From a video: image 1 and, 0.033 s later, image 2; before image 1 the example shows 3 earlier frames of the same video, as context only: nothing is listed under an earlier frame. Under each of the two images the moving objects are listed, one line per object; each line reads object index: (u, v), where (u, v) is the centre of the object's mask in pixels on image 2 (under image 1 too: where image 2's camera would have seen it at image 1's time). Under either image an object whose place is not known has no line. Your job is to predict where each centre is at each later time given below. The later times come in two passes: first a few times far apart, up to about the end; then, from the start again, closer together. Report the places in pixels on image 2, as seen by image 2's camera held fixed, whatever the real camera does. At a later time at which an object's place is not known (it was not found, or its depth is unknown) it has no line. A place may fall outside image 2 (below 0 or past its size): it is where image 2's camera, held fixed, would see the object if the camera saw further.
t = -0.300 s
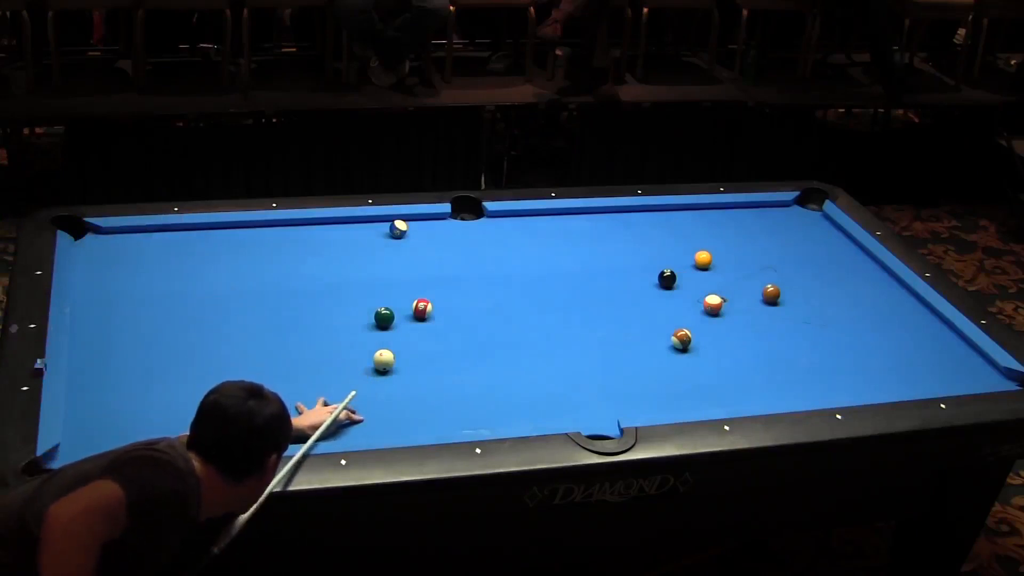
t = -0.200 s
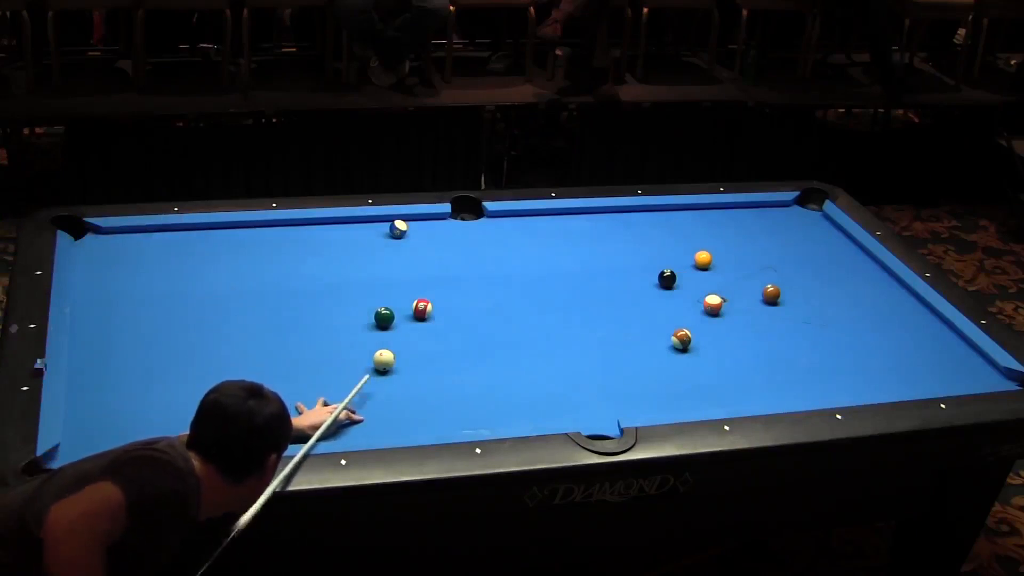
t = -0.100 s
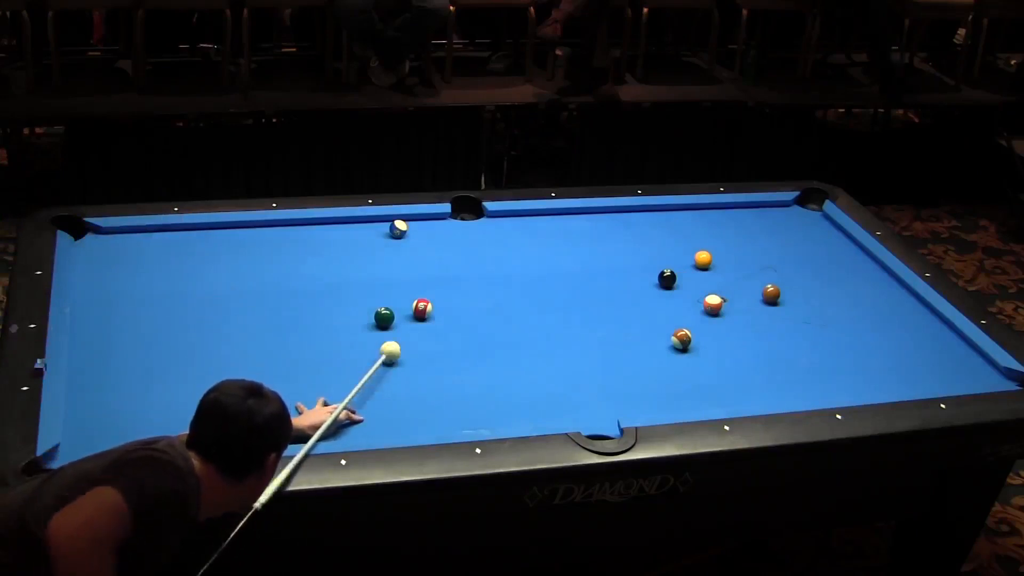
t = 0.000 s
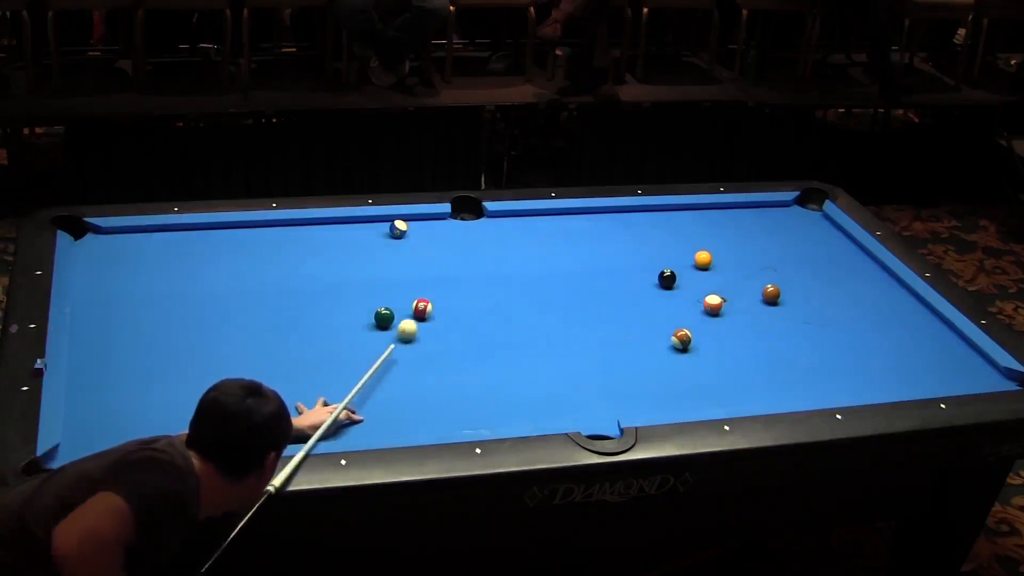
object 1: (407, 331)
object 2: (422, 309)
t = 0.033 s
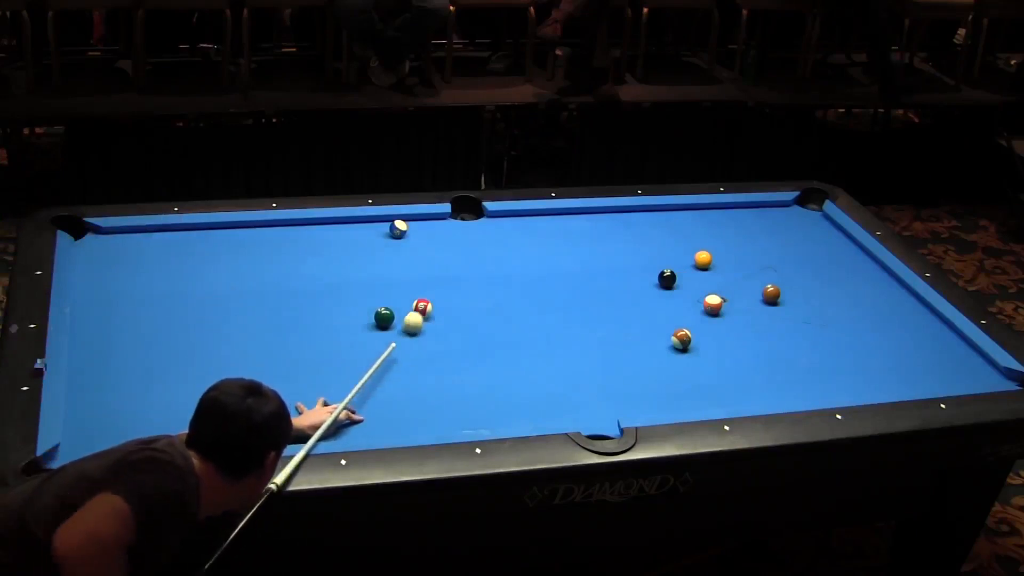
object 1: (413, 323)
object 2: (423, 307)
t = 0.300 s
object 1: (432, 313)
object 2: (441, 273)
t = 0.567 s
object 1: (448, 306)
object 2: (455, 247)
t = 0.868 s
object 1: (464, 299)
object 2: (469, 221)
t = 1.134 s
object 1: (477, 293)
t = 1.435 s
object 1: (489, 288)
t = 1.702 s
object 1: (498, 284)
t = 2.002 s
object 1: (506, 280)
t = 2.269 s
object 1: (511, 277)
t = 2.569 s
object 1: (515, 274)
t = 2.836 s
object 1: (518, 273)
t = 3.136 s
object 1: (520, 272)
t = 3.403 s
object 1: (520, 272)
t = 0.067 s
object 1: (418, 318)
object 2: (424, 304)
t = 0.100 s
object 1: (419, 319)
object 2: (427, 300)
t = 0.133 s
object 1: (421, 318)
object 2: (430, 295)
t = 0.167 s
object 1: (423, 317)
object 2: (433, 290)
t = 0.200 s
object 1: (425, 316)
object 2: (435, 285)
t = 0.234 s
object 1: (428, 315)
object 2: (438, 281)
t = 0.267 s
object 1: (430, 314)
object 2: (439, 277)
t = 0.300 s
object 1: (432, 313)
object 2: (441, 273)
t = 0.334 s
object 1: (434, 312)
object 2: (443, 270)
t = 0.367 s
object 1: (436, 311)
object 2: (445, 267)
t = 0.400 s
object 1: (438, 311)
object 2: (447, 263)
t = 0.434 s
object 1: (441, 310)
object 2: (449, 260)
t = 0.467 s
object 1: (443, 309)
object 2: (451, 257)
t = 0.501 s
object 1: (444, 308)
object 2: (452, 254)
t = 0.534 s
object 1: (446, 307)
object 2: (454, 250)
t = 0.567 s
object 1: (448, 306)
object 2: (455, 247)
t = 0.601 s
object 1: (451, 305)
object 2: (457, 244)
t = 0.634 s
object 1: (452, 305)
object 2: (459, 241)
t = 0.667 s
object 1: (454, 304)
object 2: (461, 238)
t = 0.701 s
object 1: (456, 303)
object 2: (462, 235)
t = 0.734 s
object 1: (457, 302)
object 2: (464, 232)
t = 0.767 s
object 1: (459, 301)
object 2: (465, 229)
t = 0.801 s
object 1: (461, 301)
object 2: (467, 227)
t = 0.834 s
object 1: (463, 300)
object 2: (468, 224)
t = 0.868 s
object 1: (464, 299)
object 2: (469, 221)
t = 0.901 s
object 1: (466, 298)
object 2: (471, 218)
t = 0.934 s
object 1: (468, 297)
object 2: (473, 215)
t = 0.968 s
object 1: (469, 297)
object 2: (474, 213)
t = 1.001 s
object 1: (471, 296)
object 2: (475, 211)
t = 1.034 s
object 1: (472, 296)
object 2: (475, 211)
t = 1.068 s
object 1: (474, 295)
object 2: (471, 214)
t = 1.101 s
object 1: (476, 294)
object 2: (468, 218)
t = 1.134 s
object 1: (477, 293)
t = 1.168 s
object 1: (478, 293)
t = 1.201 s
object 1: (480, 292)
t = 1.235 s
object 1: (481, 291)
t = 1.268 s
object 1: (482, 291)
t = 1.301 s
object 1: (484, 290)
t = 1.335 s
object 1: (485, 290)
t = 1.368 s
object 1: (486, 289)
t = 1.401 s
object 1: (488, 289)
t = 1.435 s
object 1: (489, 288)
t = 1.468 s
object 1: (490, 287)
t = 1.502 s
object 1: (491, 287)
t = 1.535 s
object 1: (492, 286)
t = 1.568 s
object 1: (494, 286)
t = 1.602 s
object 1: (495, 285)
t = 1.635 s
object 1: (496, 285)
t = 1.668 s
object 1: (497, 284)
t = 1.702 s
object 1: (498, 284)
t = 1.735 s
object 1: (499, 283)
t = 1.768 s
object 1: (500, 283)
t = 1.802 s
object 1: (500, 282)
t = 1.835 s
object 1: (502, 282)
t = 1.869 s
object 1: (502, 282)
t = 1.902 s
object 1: (503, 281)
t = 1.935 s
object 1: (504, 281)
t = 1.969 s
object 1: (505, 280)
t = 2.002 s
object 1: (506, 280)
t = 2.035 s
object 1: (506, 279)
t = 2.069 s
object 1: (507, 279)
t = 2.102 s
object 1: (507, 279)
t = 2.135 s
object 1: (508, 278)
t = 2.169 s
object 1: (509, 278)
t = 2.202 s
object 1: (510, 278)
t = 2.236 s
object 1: (510, 277)
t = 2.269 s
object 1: (511, 277)
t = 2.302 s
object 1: (512, 276)
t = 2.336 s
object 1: (512, 276)
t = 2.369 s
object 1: (512, 276)
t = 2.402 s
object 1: (513, 275)
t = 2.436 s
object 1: (514, 275)
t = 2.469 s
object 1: (514, 275)
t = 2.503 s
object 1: (514, 275)
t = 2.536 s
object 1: (515, 274)
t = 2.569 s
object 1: (515, 274)
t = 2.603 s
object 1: (516, 274)
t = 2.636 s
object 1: (516, 274)
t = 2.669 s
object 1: (516, 274)
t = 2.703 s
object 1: (517, 274)
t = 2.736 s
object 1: (517, 273)
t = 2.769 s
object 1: (517, 273)
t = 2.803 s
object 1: (517, 273)
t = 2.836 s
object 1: (518, 273)
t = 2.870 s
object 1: (518, 273)
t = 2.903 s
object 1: (518, 272)
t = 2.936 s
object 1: (518, 272)
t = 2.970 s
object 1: (519, 273)
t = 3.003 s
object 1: (519, 272)
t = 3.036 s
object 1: (519, 272)
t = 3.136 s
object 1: (520, 272)
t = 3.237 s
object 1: (520, 272)
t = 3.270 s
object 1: (520, 272)
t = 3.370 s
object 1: (520, 272)
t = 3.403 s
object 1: (520, 272)
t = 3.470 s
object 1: (520, 272)
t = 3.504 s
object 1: (520, 272)
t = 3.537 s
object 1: (520, 272)
